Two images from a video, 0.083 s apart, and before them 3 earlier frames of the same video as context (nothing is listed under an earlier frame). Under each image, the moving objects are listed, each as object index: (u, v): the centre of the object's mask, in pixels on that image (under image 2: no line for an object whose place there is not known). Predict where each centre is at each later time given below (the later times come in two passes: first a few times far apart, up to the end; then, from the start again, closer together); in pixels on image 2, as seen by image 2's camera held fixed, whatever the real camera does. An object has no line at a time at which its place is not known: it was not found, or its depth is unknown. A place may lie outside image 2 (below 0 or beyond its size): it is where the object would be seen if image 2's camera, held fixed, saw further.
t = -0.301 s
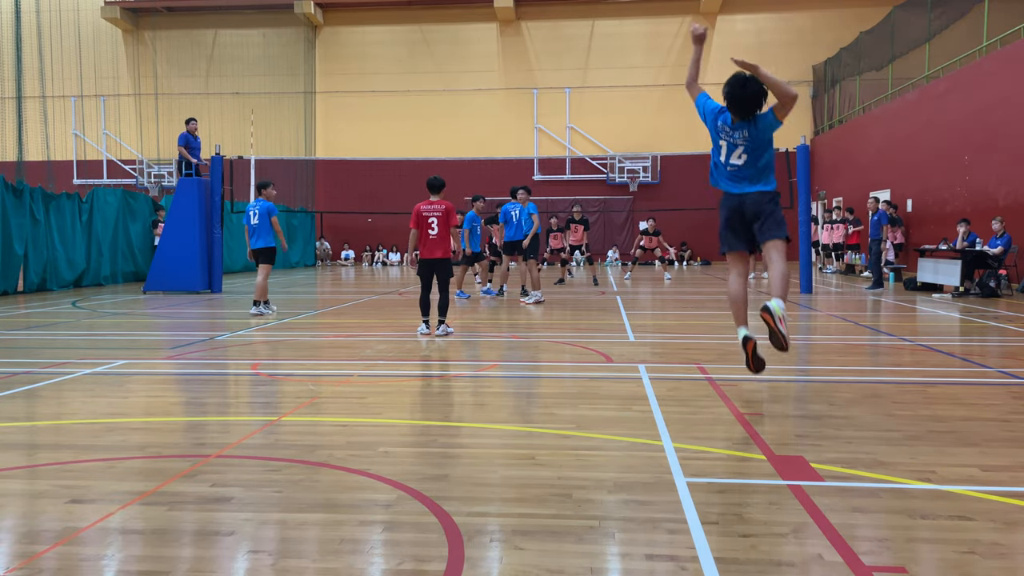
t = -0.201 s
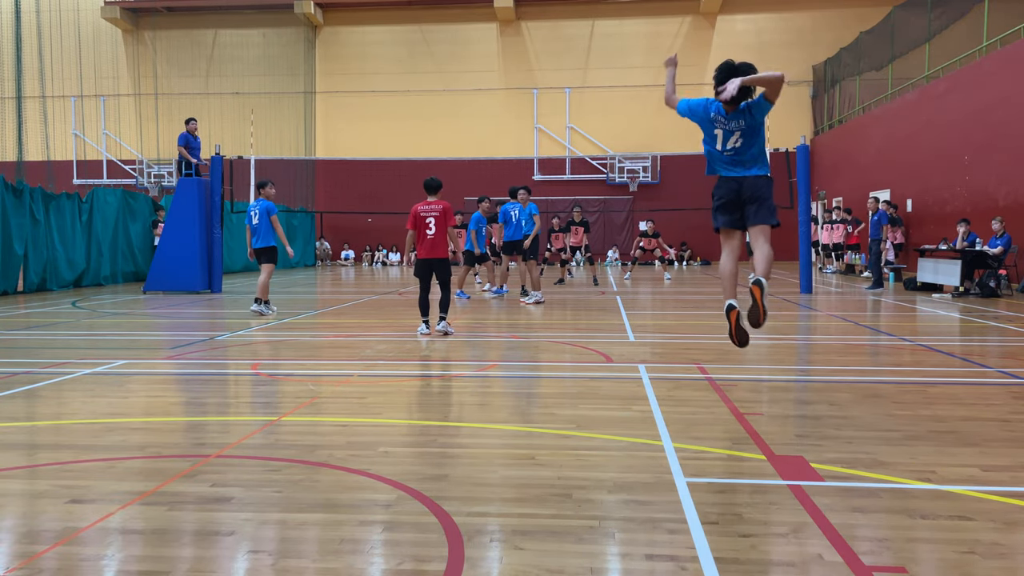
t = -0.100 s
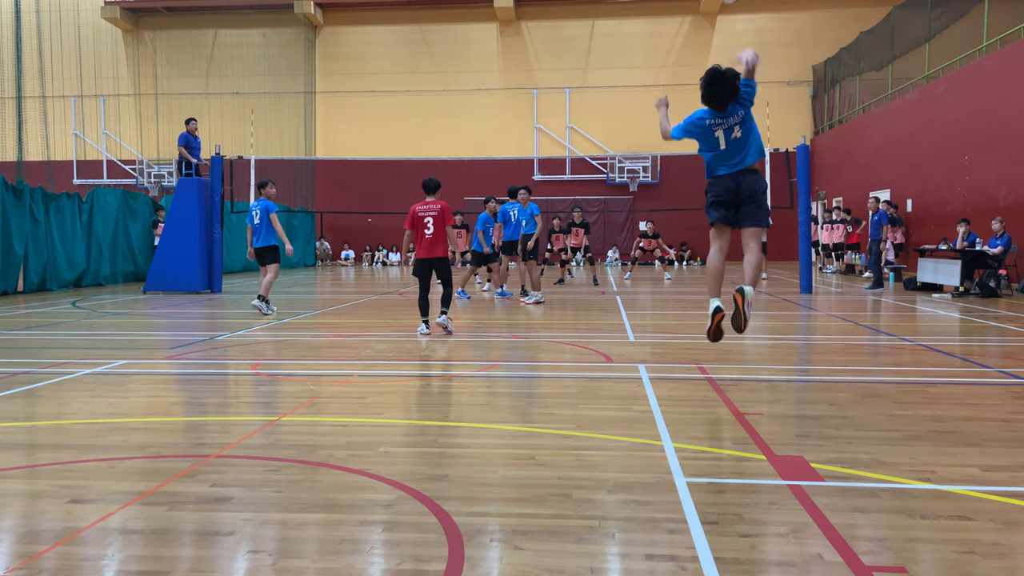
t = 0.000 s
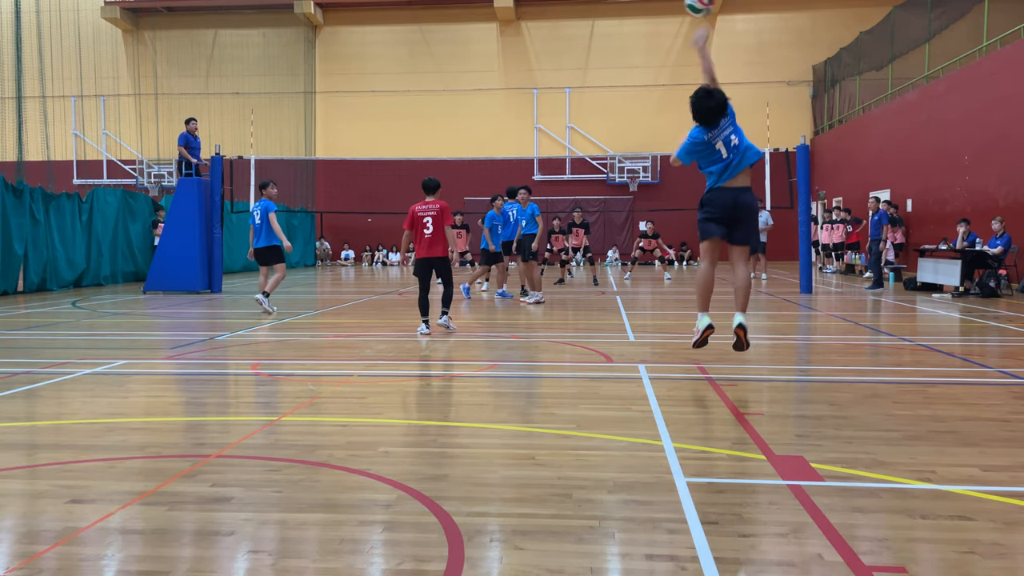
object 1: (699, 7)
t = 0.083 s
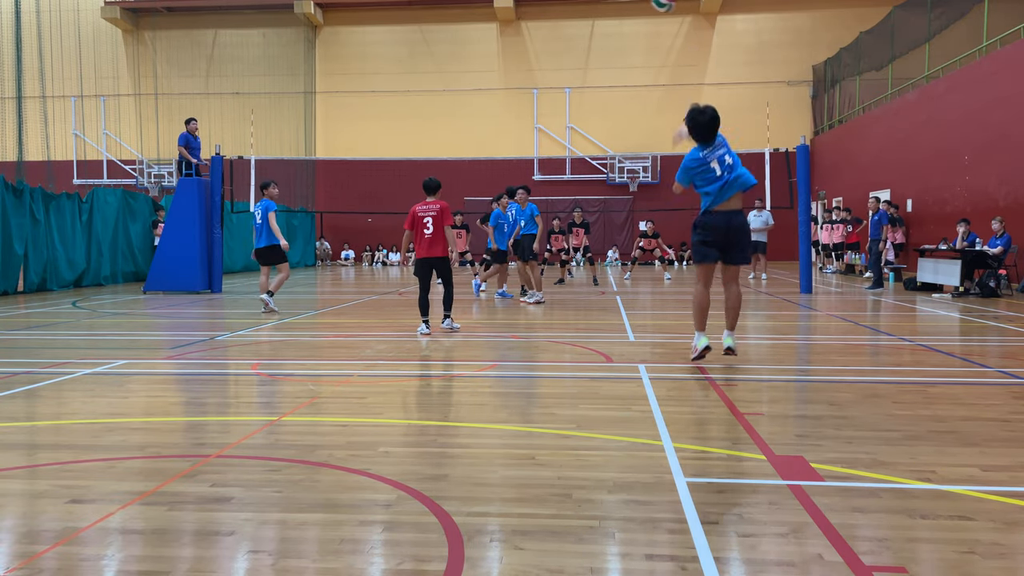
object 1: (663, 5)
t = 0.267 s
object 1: (609, 14)
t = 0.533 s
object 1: (556, 65)
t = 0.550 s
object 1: (554, 69)
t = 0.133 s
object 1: (645, 6)
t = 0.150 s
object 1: (640, 6)
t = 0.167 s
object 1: (635, 6)
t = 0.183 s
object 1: (630, 7)
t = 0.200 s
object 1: (626, 8)
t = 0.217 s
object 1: (622, 8)
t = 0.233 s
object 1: (617, 10)
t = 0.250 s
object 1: (613, 12)
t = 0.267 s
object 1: (609, 14)
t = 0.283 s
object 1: (605, 17)
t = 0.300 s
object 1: (601, 19)
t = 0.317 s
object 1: (597, 22)
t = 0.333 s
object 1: (594, 25)
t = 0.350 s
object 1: (590, 28)
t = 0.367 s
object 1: (587, 31)
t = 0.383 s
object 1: (583, 34)
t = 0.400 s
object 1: (580, 37)
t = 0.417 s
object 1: (577, 40)
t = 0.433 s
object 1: (574, 43)
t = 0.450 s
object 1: (570, 47)
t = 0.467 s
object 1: (567, 50)
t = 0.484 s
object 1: (565, 54)
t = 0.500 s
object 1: (562, 58)
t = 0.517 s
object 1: (559, 61)
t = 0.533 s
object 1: (556, 65)
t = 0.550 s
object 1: (554, 69)
